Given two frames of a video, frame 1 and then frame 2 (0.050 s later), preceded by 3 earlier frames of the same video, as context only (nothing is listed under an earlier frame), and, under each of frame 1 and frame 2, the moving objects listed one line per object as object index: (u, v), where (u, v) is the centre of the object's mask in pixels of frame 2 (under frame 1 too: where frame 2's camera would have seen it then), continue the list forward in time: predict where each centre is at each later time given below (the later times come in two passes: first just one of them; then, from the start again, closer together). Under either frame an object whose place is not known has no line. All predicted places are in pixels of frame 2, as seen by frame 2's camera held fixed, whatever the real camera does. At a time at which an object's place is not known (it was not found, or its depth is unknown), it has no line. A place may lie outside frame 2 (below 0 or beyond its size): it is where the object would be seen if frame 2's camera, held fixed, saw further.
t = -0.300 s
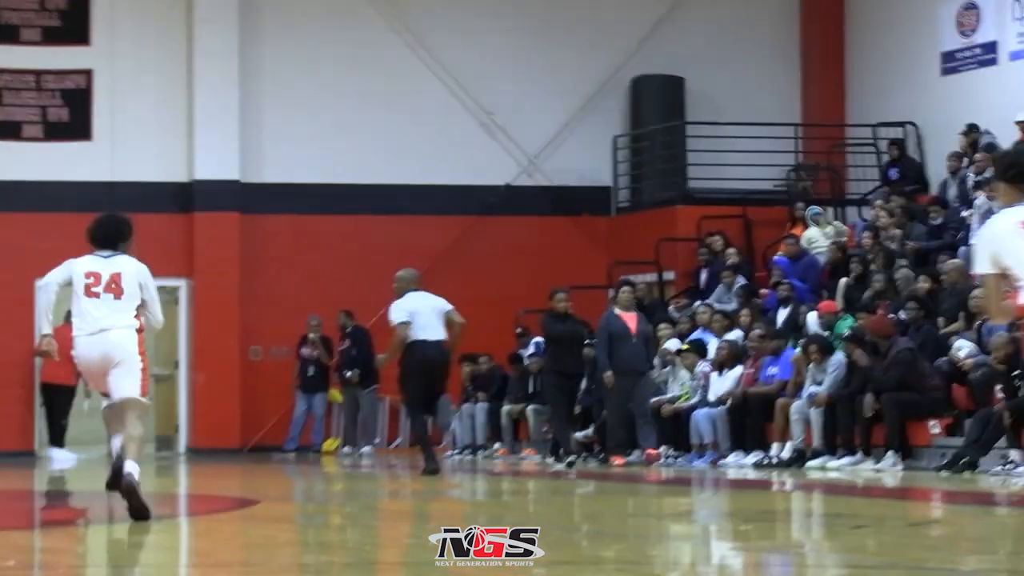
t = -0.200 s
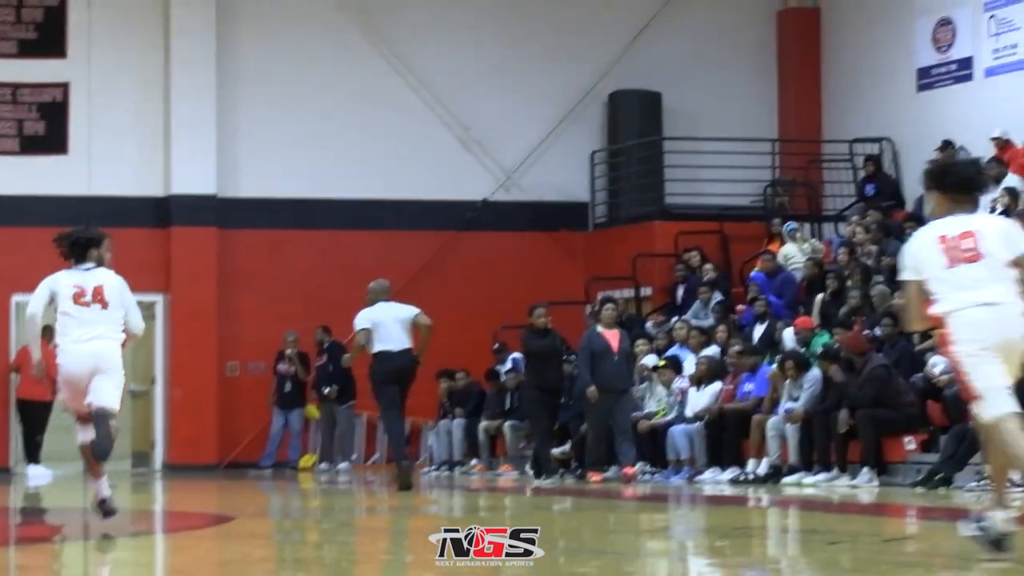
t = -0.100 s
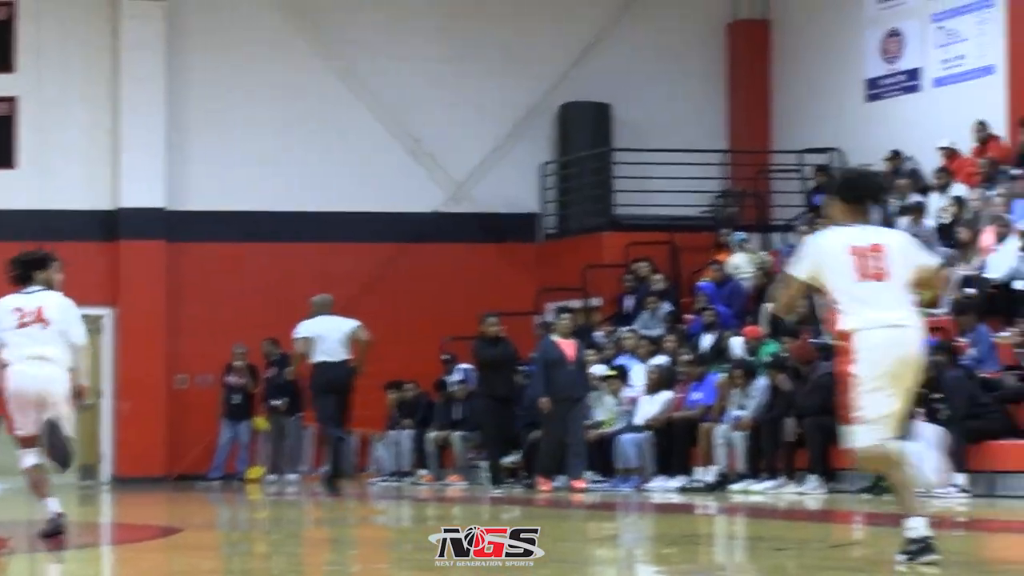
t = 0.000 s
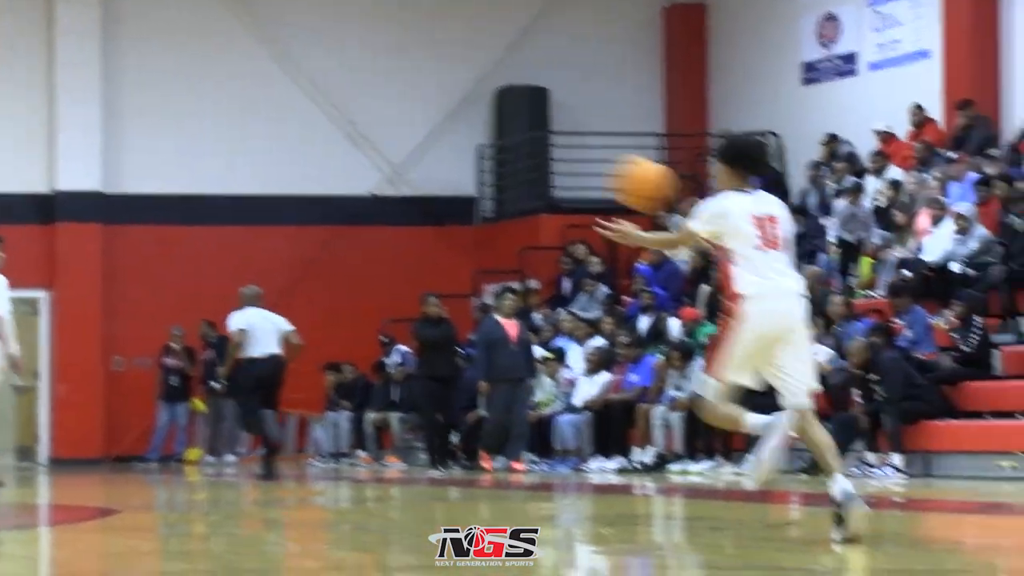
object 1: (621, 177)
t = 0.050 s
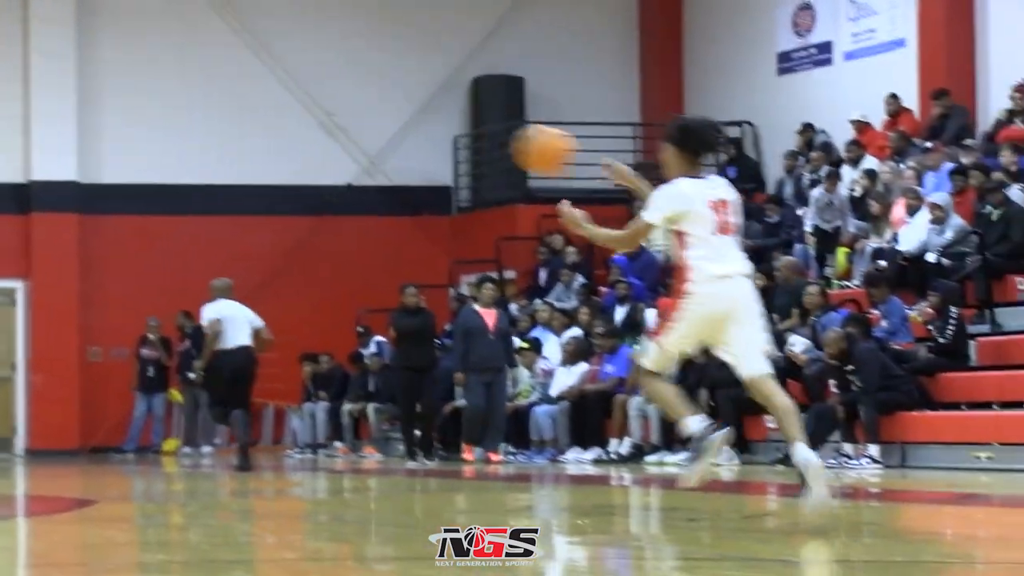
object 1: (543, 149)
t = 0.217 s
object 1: (342, 110)
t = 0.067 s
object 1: (518, 144)
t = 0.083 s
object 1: (494, 140)
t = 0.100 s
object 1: (477, 135)
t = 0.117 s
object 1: (456, 129)
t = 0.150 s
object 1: (417, 119)
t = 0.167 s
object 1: (397, 116)
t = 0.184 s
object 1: (377, 114)
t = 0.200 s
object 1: (359, 112)
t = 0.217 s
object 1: (342, 110)
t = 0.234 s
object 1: (325, 109)
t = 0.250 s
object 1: (308, 109)
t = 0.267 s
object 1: (292, 108)
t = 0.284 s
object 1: (276, 108)
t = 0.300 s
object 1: (260, 109)
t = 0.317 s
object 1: (245, 110)
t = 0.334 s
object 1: (230, 111)
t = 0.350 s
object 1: (215, 112)
